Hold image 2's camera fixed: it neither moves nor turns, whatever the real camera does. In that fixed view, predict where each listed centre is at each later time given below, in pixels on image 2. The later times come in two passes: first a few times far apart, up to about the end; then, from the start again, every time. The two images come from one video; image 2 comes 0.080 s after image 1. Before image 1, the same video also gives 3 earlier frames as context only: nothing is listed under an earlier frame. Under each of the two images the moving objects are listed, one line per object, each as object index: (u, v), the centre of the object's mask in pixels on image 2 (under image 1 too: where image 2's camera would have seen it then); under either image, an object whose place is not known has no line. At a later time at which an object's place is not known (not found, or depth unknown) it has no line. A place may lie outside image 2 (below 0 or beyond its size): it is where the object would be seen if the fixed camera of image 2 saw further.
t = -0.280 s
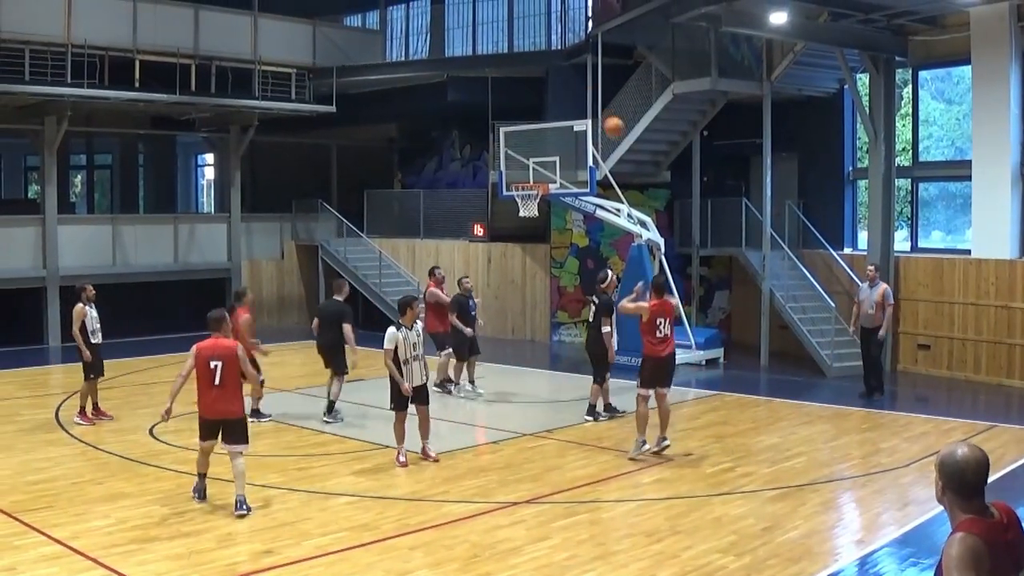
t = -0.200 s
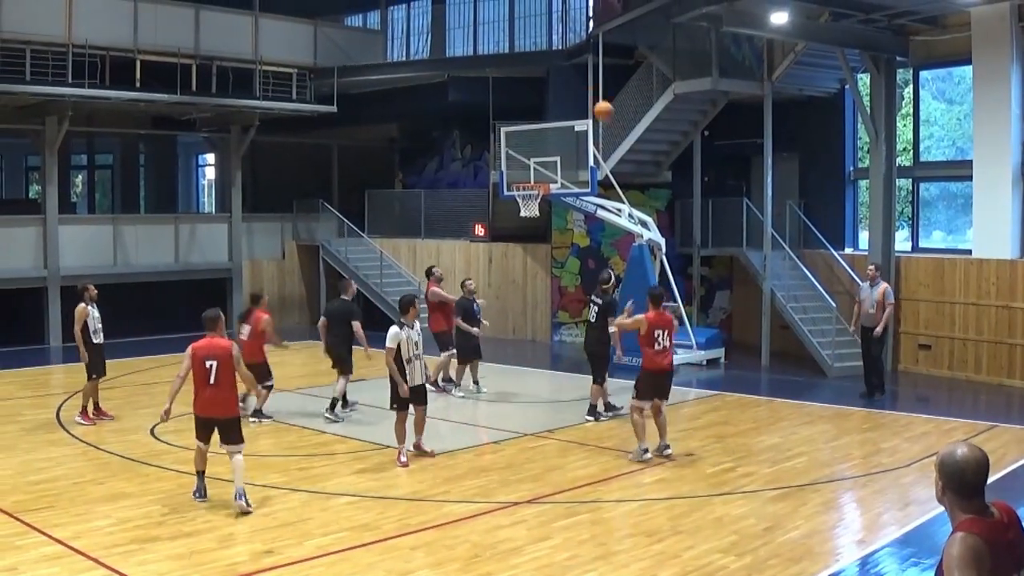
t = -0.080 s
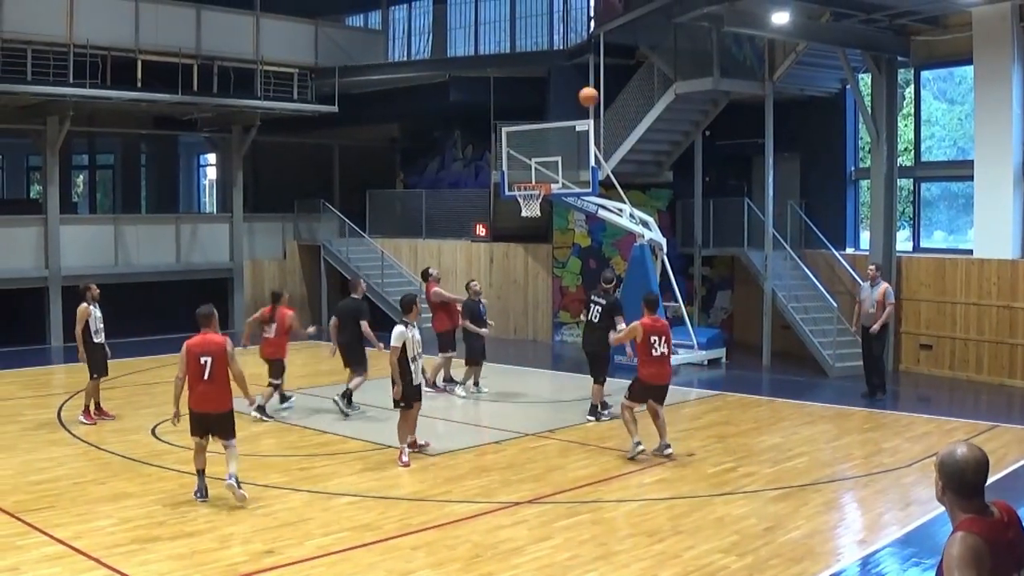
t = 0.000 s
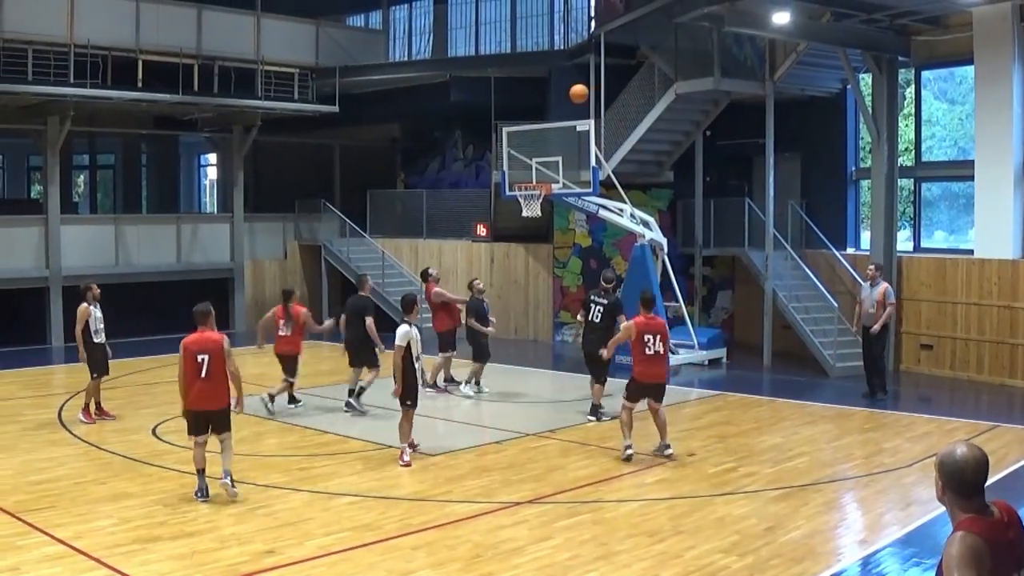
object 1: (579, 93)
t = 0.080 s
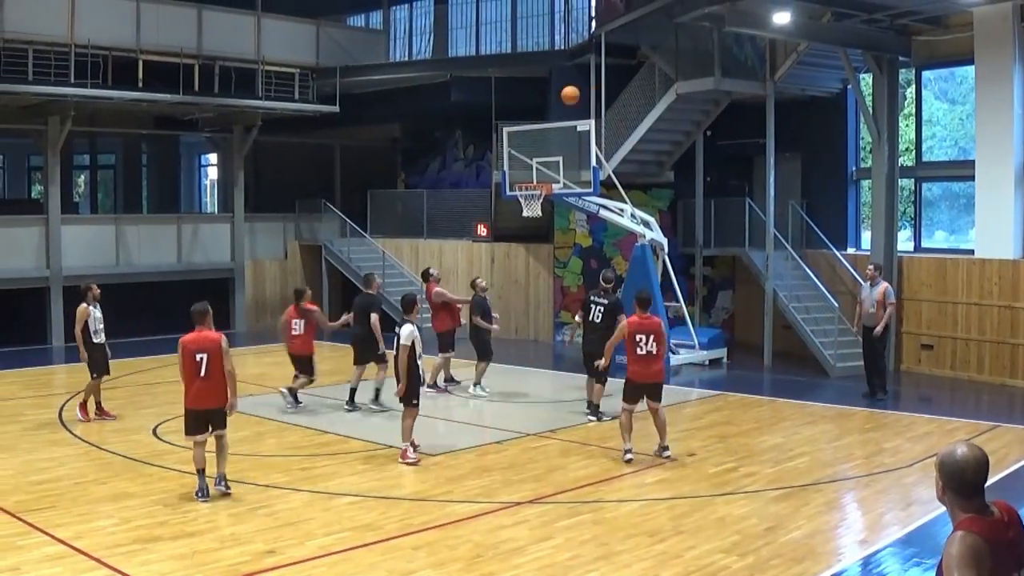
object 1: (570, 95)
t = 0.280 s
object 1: (549, 117)
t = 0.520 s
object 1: (526, 175)
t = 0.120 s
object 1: (566, 98)
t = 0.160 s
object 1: (561, 101)
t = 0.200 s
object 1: (557, 105)
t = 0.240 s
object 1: (553, 111)
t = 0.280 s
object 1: (549, 117)
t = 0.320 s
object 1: (545, 126)
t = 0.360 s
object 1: (540, 136)
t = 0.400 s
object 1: (537, 143)
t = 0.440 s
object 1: (533, 152)
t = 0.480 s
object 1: (529, 164)
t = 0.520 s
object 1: (526, 175)
